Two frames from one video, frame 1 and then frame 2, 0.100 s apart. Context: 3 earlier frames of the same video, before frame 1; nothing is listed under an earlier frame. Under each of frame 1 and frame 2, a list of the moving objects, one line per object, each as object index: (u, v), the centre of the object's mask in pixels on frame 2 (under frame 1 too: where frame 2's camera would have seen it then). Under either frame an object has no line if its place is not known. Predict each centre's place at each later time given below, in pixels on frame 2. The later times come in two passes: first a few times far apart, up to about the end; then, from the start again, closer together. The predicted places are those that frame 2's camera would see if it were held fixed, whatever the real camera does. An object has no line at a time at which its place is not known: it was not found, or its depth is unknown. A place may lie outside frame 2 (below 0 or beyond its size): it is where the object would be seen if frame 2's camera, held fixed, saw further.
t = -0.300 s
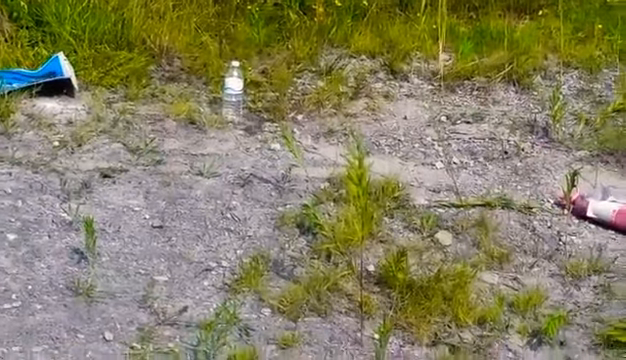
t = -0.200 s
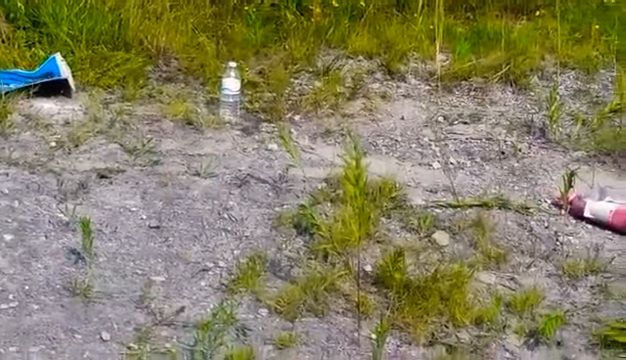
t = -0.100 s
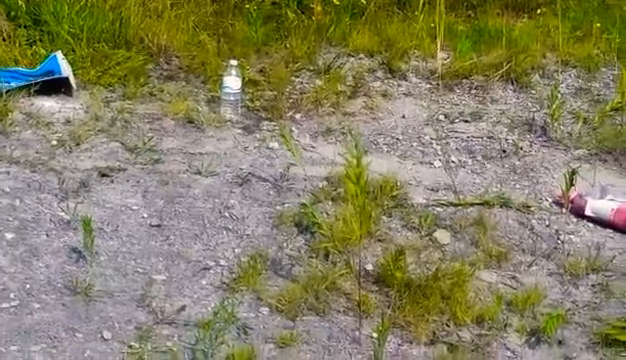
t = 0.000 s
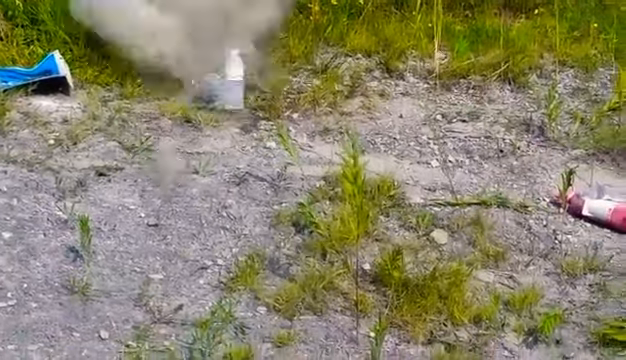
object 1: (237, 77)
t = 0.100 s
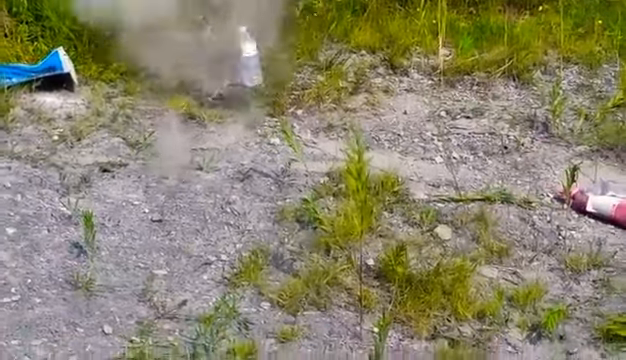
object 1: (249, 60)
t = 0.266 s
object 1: (266, 94)
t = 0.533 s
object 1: (261, 116)
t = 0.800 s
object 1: (259, 115)
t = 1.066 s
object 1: (259, 115)
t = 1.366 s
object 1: (260, 116)
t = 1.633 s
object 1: (262, 116)
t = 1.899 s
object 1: (262, 116)
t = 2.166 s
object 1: (262, 116)
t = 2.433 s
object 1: (262, 116)
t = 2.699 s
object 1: (262, 116)
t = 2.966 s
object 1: (262, 116)
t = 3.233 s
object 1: (261, 115)
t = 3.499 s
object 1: (261, 116)
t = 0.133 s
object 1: (252, 60)
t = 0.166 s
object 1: (256, 64)
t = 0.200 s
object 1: (260, 71)
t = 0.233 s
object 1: (262, 80)
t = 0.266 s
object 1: (266, 94)
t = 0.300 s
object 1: (268, 105)
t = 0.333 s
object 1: (267, 108)
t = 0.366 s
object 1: (265, 110)
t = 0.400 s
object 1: (263, 114)
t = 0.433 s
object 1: (261, 116)
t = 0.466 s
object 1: (261, 115)
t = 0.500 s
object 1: (261, 115)
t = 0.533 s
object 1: (261, 116)
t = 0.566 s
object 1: (260, 116)
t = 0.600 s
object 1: (260, 116)
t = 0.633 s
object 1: (260, 116)
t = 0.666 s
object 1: (260, 116)
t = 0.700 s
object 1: (259, 116)
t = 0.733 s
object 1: (259, 116)
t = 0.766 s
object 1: (259, 116)
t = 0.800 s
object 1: (259, 115)
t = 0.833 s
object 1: (259, 115)
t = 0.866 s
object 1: (259, 115)
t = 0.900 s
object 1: (259, 115)
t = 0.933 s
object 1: (259, 115)
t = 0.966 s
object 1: (259, 115)
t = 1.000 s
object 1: (259, 115)
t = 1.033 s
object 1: (259, 115)
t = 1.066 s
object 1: (259, 115)
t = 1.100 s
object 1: (259, 115)
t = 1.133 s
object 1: (259, 115)
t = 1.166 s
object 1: (260, 115)
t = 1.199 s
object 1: (261, 116)
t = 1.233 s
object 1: (259, 115)
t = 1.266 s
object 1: (261, 116)
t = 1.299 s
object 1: (261, 116)
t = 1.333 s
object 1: (261, 116)
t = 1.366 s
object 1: (260, 116)
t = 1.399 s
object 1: (262, 116)
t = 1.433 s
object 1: (262, 117)
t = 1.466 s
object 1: (261, 116)
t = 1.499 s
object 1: (261, 116)
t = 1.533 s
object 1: (262, 116)
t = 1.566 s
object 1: (262, 116)
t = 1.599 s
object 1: (261, 116)
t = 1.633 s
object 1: (262, 116)
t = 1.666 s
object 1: (262, 116)
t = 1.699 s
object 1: (262, 116)
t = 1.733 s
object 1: (262, 116)
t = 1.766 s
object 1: (261, 115)
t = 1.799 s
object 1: (262, 116)
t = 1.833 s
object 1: (261, 116)
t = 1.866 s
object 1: (262, 116)
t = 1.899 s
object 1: (262, 116)
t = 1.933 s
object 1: (261, 116)
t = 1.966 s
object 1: (262, 116)
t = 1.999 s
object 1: (262, 116)
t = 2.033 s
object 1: (262, 116)
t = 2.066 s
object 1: (263, 116)
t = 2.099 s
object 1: (263, 116)
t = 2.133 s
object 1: (263, 116)
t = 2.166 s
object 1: (262, 116)
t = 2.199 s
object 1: (262, 116)
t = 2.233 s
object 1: (262, 116)
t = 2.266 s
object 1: (263, 116)
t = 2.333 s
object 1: (262, 116)
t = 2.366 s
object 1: (262, 116)
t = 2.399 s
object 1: (261, 116)
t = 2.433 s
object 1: (262, 116)
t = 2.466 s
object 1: (263, 116)
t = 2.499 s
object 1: (262, 116)
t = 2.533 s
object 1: (262, 116)
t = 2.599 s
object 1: (262, 116)
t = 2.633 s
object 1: (262, 116)
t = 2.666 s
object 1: (262, 116)
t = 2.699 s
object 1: (262, 116)
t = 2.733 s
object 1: (262, 116)
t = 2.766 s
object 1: (262, 115)
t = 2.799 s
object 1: (262, 116)
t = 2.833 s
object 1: (261, 116)
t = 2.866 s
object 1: (261, 116)
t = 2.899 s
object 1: (262, 116)
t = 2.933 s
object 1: (262, 116)
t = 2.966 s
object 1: (262, 116)
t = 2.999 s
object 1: (262, 116)
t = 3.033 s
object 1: (261, 116)
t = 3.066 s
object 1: (261, 115)
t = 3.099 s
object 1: (261, 116)
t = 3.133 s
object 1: (261, 116)
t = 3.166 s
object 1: (261, 116)
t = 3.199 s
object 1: (261, 116)
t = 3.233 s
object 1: (261, 115)
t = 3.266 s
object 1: (261, 115)
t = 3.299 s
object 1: (261, 116)
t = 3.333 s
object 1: (261, 116)
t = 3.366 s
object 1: (261, 116)
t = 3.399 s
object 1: (261, 116)
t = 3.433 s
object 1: (261, 116)
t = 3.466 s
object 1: (261, 116)
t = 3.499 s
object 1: (261, 116)
